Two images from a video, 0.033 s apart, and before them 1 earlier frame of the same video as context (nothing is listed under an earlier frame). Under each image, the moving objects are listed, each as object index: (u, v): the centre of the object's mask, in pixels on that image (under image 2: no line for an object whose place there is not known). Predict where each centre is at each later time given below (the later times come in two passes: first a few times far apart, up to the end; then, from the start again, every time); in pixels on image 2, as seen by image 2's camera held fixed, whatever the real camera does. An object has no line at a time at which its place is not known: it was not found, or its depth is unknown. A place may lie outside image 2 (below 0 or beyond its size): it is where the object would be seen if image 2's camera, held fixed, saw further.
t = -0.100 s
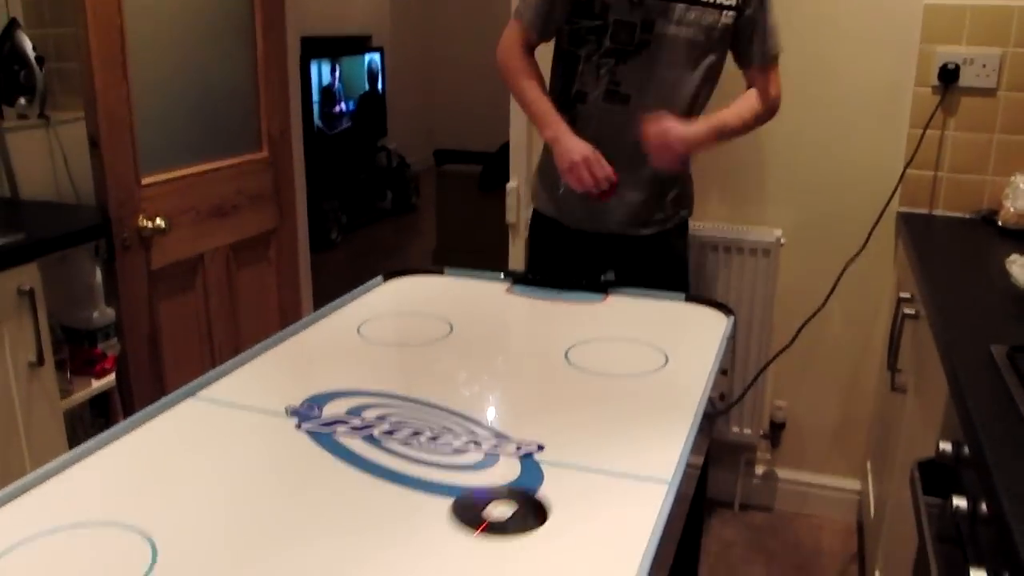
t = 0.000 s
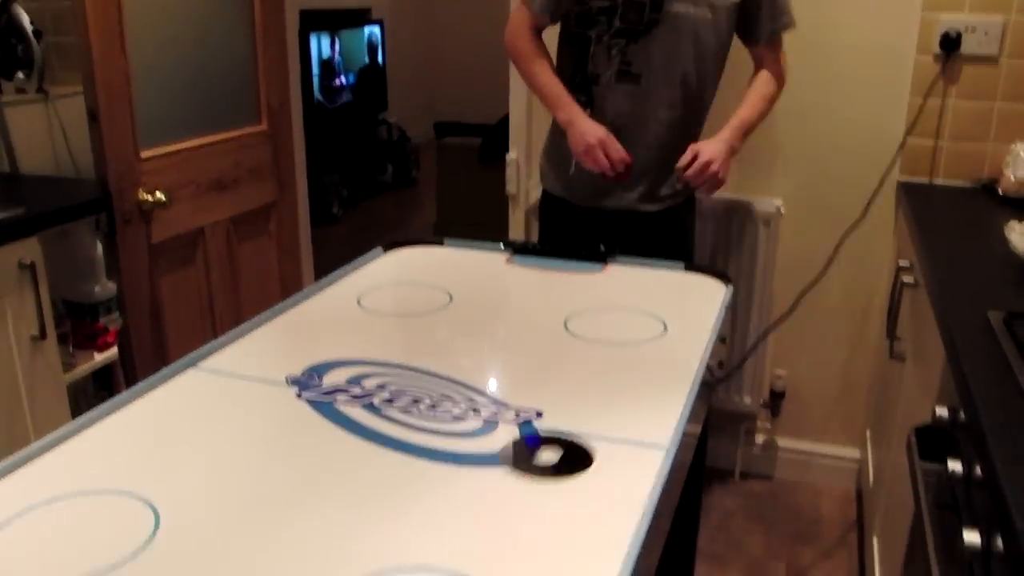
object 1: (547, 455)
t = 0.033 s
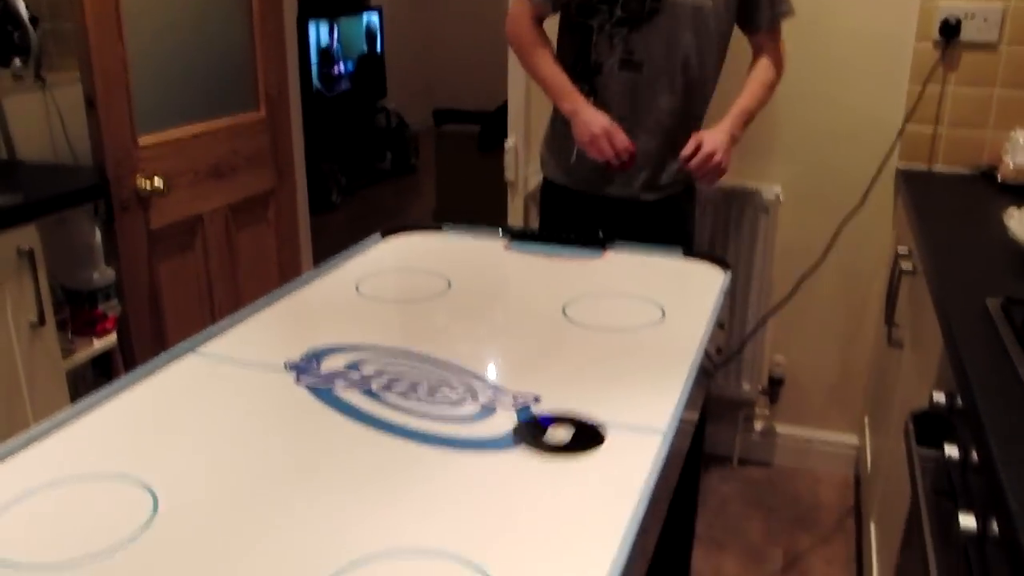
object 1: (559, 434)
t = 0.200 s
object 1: (620, 405)
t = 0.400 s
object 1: (623, 370)
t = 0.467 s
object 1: (619, 360)
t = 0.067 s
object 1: (573, 428)
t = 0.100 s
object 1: (586, 422)
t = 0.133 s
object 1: (598, 416)
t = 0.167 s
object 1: (609, 411)
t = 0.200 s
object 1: (620, 405)
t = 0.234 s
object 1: (630, 400)
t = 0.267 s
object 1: (631, 394)
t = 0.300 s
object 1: (629, 388)
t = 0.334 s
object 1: (627, 382)
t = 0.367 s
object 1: (625, 376)
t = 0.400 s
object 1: (623, 370)
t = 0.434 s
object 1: (621, 365)
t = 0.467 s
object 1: (619, 360)
